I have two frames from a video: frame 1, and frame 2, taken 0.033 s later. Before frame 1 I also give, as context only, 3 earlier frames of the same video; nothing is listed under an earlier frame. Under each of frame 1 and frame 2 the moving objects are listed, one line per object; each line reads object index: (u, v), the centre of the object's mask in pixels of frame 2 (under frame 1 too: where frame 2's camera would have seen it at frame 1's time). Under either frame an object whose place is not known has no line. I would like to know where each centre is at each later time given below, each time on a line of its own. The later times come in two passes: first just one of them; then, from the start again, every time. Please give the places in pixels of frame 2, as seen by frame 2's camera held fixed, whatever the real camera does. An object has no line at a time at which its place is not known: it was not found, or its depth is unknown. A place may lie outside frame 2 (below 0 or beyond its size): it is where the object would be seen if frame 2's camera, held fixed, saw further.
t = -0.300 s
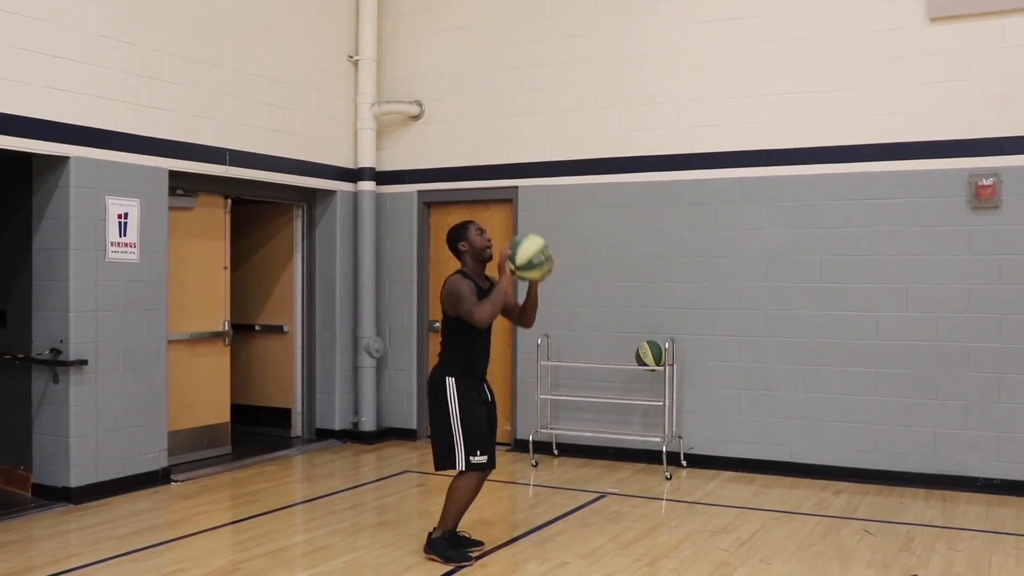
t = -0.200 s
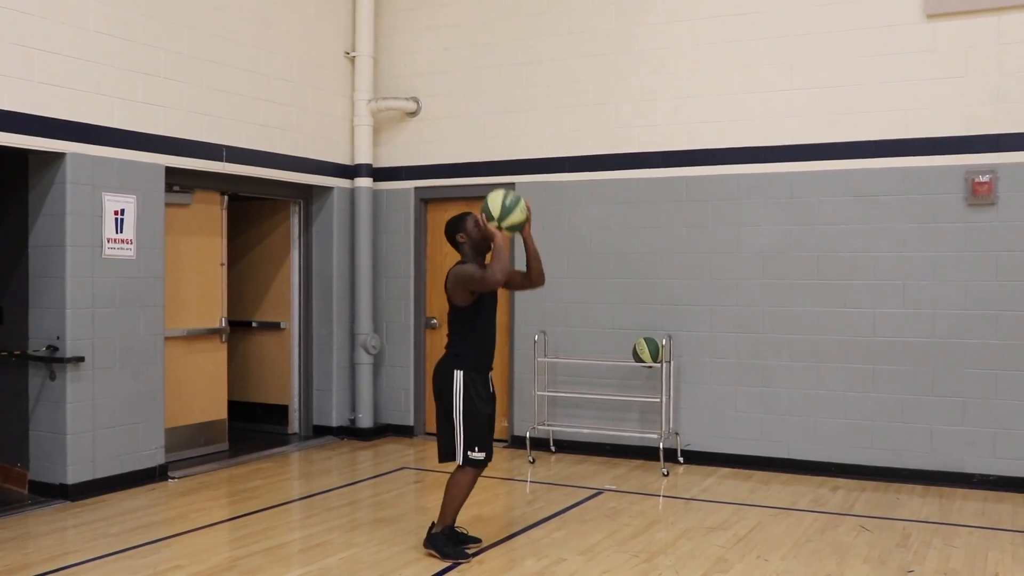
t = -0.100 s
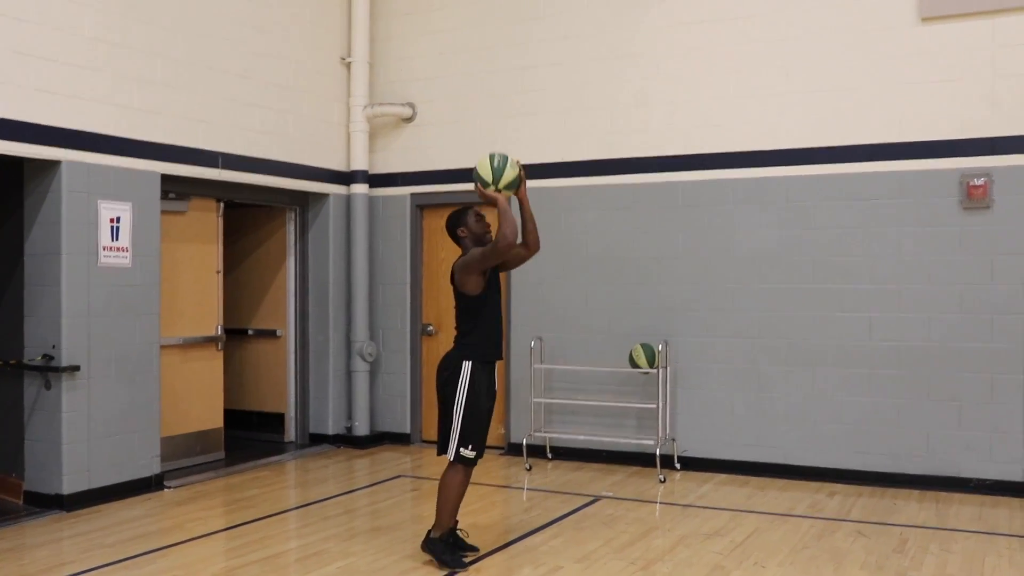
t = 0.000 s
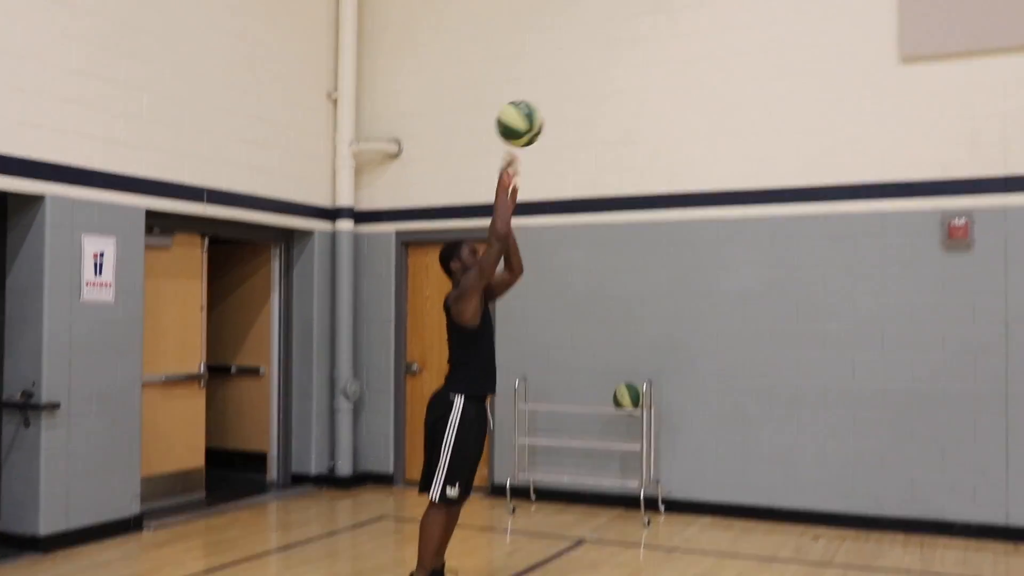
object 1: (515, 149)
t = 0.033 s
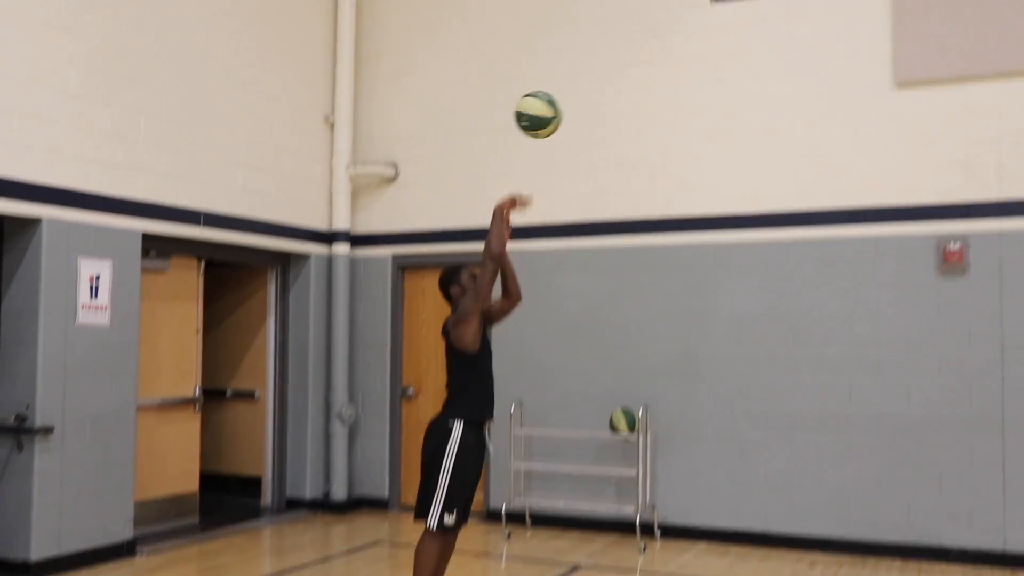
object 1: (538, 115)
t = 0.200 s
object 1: (659, -28)
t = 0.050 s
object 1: (549, 98)
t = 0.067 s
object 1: (561, 82)
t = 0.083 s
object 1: (573, 66)
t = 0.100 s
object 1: (584, 50)
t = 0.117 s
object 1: (596, 35)
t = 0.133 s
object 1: (608, 22)
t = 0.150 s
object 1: (621, 8)
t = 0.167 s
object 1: (633, -4)
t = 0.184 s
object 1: (646, -16)
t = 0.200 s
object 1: (659, -28)
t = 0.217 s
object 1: (672, -40)
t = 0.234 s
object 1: (685, -51)
